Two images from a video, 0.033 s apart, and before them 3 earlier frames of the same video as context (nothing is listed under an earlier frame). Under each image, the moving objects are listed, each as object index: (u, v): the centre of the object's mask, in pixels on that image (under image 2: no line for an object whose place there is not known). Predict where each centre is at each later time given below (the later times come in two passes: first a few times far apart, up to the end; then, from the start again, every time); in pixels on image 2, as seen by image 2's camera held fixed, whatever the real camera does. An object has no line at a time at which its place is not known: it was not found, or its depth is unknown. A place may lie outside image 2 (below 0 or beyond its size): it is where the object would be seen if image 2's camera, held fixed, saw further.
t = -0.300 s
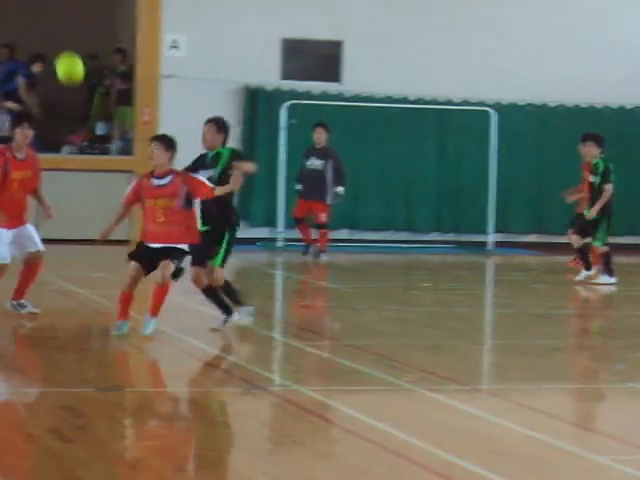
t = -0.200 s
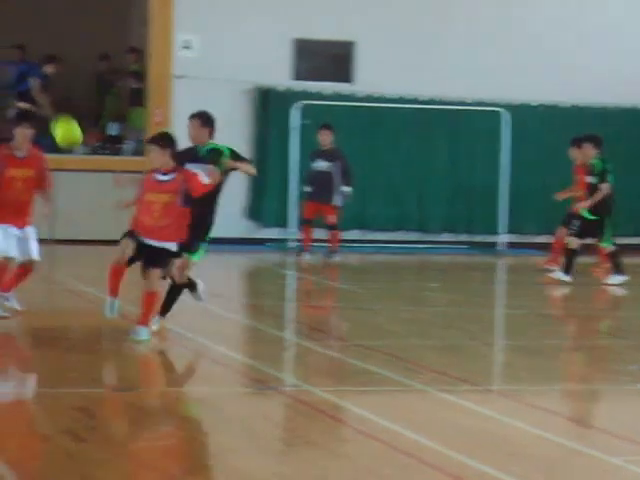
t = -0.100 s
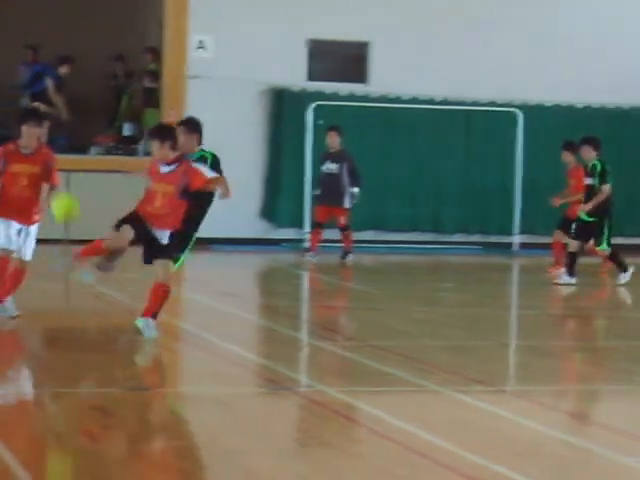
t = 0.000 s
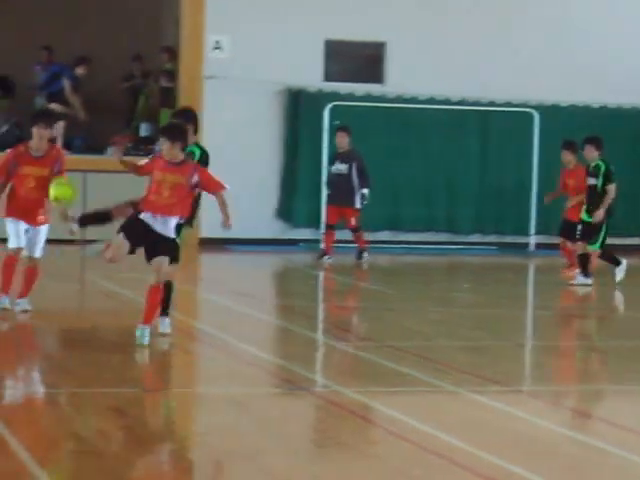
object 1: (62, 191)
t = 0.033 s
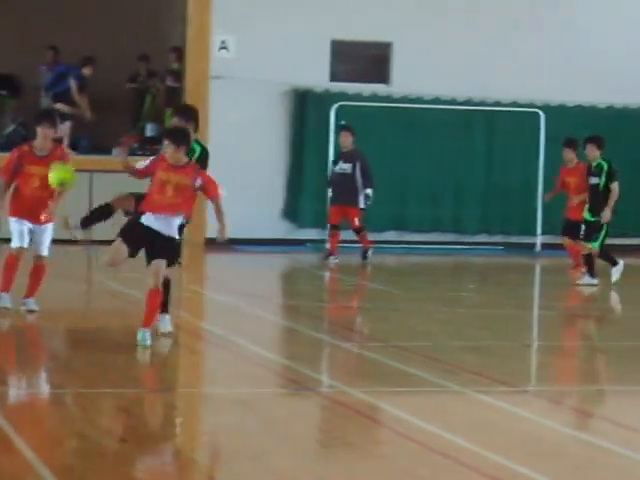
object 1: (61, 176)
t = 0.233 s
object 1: (15, 112)
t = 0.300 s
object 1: (0, 102)
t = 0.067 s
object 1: (54, 161)
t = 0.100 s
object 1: (46, 148)
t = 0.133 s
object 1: (39, 137)
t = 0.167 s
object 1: (31, 127)
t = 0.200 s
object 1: (23, 118)
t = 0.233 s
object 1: (15, 112)
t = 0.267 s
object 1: (8, 106)
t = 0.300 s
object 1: (0, 102)
